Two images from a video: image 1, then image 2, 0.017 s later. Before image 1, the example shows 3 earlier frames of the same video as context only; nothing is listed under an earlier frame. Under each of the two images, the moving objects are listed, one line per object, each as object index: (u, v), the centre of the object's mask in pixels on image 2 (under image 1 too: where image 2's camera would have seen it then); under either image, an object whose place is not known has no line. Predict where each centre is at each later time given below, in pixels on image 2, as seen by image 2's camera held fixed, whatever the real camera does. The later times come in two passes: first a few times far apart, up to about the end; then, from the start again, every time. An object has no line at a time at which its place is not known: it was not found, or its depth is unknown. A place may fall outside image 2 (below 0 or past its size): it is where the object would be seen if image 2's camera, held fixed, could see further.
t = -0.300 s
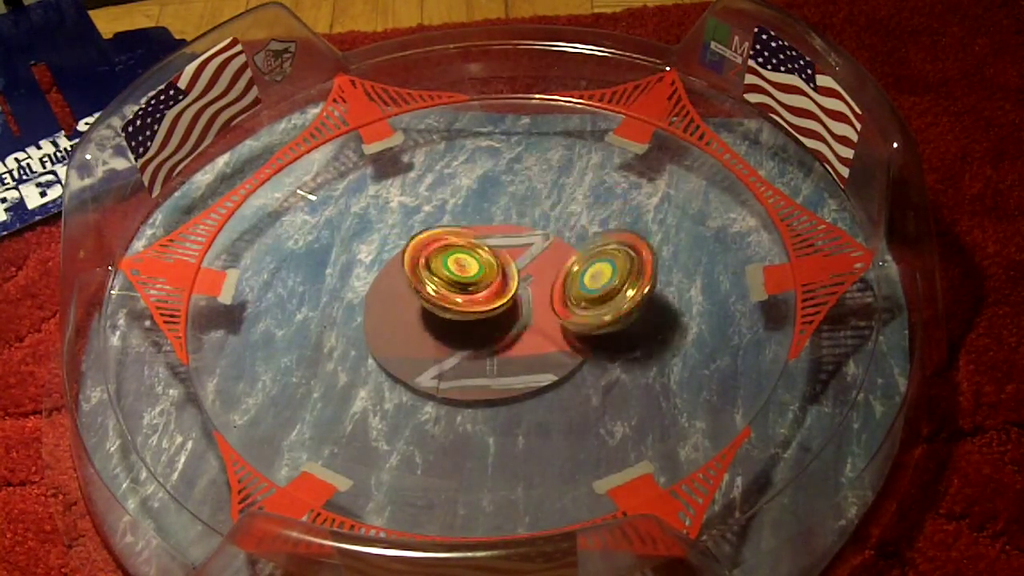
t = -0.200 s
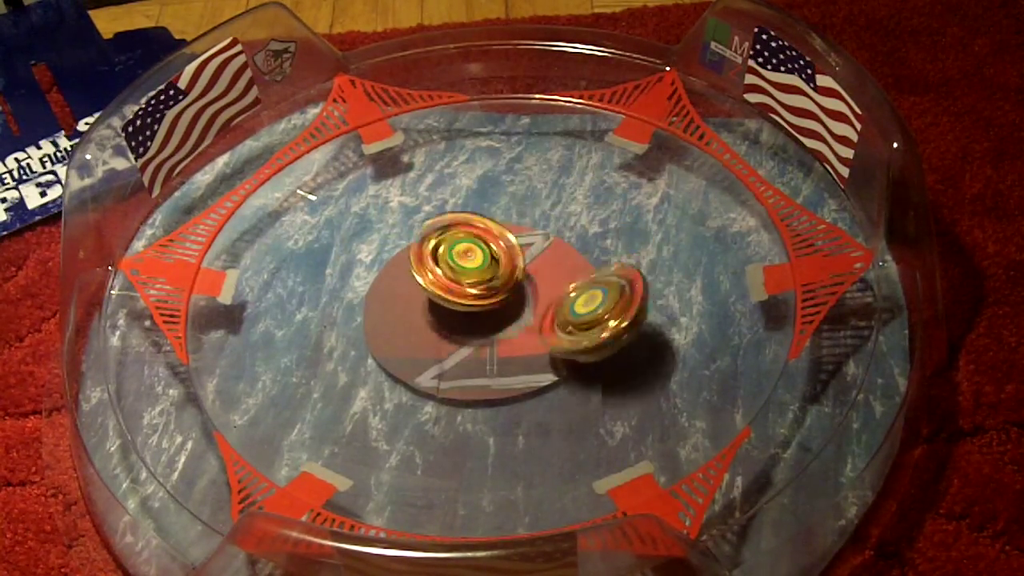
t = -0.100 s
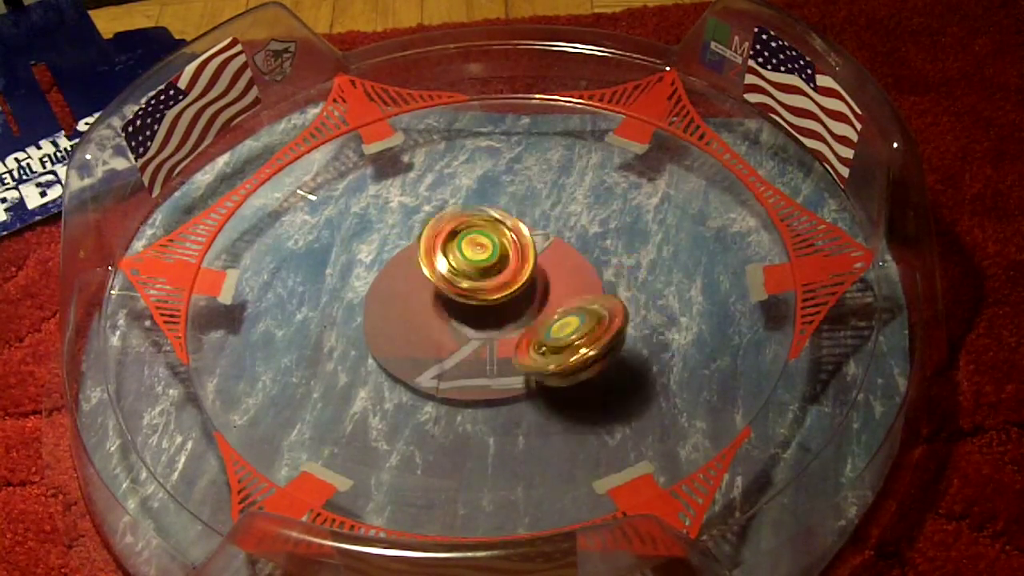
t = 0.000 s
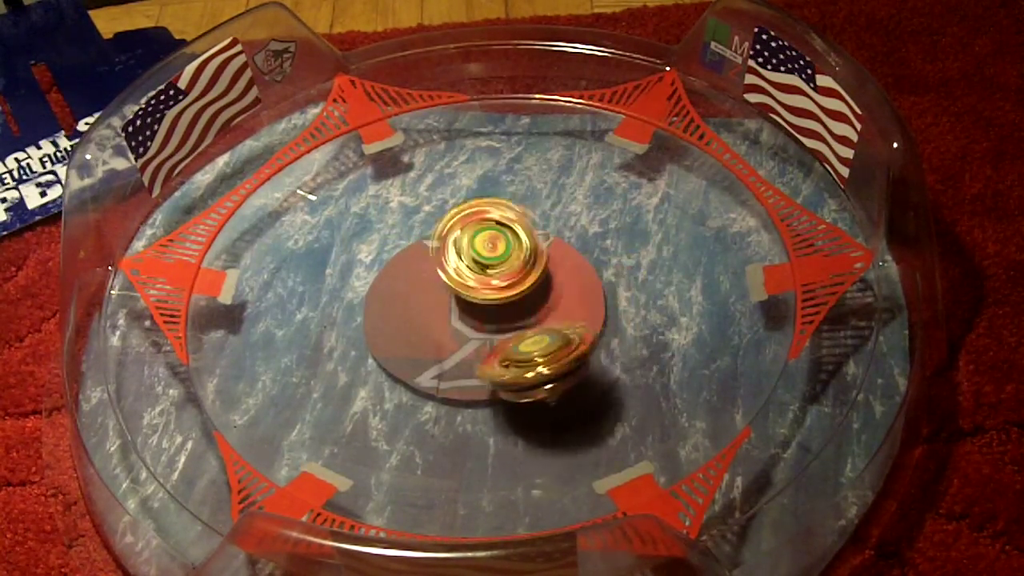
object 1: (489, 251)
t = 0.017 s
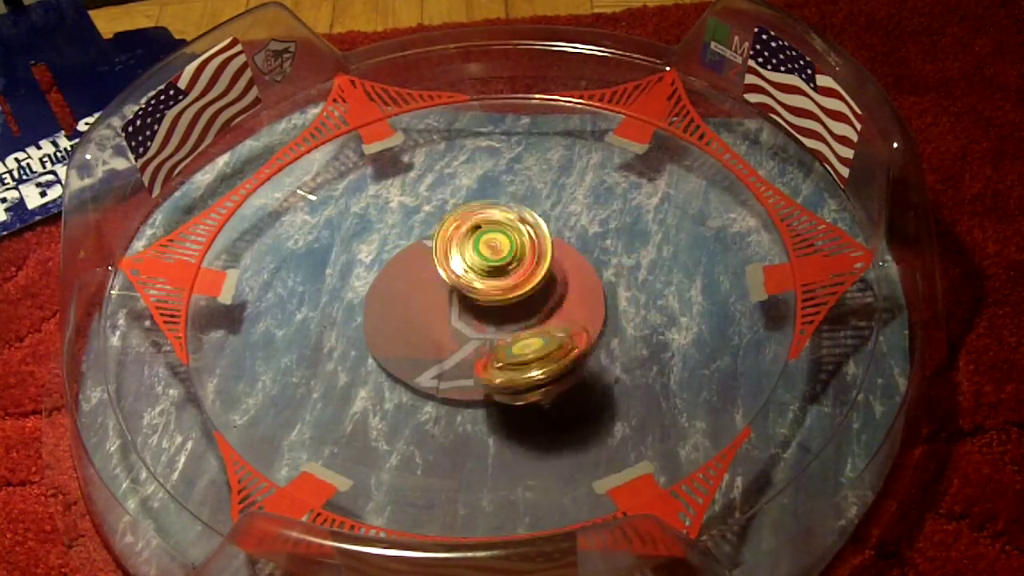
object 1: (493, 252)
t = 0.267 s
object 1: (520, 264)
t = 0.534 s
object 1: (525, 303)
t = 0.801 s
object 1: (495, 324)
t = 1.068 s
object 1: (461, 303)
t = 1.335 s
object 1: (459, 258)
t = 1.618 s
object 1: (494, 244)
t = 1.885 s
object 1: (532, 273)
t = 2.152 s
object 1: (525, 321)
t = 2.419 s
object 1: (483, 325)
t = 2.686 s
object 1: (442, 279)
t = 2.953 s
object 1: (402, 272)
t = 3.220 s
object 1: (415, 286)
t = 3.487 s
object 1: (340, 216)
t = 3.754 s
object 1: (388, 212)
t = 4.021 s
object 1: (495, 237)
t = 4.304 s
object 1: (534, 227)
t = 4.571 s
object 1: (489, 259)
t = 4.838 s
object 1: (457, 247)
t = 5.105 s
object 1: (510, 230)
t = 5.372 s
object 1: (565, 289)
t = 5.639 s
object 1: (533, 372)
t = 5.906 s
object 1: (431, 358)
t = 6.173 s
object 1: (342, 288)
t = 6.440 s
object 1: (430, 228)
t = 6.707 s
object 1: (562, 208)
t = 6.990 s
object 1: (595, 249)
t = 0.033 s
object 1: (494, 251)
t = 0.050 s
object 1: (497, 250)
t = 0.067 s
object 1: (499, 252)
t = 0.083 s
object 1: (501, 251)
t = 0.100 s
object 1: (503, 251)
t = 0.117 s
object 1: (504, 253)
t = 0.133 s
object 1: (506, 253)
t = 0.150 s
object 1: (510, 254)
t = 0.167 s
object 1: (510, 255)
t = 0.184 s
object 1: (511, 255)
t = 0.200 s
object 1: (515, 258)
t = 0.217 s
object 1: (515, 259)
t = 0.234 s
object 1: (517, 259)
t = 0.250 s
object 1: (518, 263)
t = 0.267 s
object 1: (520, 264)
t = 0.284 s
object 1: (522, 265)
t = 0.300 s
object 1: (522, 268)
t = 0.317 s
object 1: (523, 270)
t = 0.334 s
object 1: (527, 272)
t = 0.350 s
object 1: (525, 273)
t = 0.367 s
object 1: (526, 276)
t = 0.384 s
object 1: (528, 278)
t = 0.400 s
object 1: (528, 281)
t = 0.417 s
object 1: (528, 282)
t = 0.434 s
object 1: (529, 287)
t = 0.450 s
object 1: (529, 289)
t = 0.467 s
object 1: (529, 290)
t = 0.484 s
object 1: (527, 295)
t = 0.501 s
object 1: (527, 297)
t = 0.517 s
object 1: (528, 299)
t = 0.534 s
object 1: (525, 303)
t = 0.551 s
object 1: (524, 305)
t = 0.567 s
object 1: (524, 308)
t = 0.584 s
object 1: (522, 310)
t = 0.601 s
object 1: (519, 313)
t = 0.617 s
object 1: (519, 315)
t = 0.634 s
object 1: (516, 316)
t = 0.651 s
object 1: (514, 318)
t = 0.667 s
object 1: (512, 320)
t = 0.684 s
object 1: (509, 321)
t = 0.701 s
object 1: (507, 322)
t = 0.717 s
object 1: (506, 323)
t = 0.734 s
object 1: (502, 323)
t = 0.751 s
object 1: (501, 324)
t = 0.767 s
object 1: (498, 325)
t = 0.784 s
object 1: (496, 324)
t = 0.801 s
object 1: (495, 324)
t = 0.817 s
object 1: (492, 325)
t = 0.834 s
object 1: (490, 324)
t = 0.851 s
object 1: (489, 324)
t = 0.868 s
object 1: (485, 323)
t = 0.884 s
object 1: (484, 322)
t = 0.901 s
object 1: (482, 322)
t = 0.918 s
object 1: (480, 320)
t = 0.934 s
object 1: (476, 319)
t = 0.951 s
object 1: (476, 317)
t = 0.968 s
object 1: (474, 316)
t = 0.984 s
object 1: (470, 314)
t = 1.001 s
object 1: (470, 312)
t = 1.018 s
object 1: (468, 311)
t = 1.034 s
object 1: (465, 307)
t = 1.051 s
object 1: (463, 306)
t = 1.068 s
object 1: (461, 303)
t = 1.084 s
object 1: (461, 300)
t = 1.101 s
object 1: (458, 298)
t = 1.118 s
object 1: (456, 295)
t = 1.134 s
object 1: (456, 291)
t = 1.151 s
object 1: (453, 288)
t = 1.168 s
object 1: (453, 286)
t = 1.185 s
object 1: (452, 281)
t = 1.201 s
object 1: (451, 279)
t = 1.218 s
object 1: (451, 277)
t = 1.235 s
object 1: (453, 272)
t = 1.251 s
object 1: (452, 270)
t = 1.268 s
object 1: (452, 268)
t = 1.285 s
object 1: (455, 265)
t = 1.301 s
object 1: (454, 262)
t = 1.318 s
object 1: (455, 261)
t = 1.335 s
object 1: (459, 258)
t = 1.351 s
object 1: (458, 255)
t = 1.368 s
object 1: (459, 255)
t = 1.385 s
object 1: (464, 252)
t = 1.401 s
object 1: (463, 250)
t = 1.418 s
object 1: (465, 249)
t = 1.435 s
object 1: (470, 249)
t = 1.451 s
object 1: (470, 247)
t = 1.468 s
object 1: (471, 246)
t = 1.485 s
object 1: (476, 247)
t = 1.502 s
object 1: (477, 246)
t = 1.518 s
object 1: (478, 245)
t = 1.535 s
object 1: (483, 245)
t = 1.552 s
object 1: (484, 245)
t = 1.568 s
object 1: (486, 245)
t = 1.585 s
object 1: (491, 245)
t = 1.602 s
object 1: (491, 245)
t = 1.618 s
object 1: (494, 244)
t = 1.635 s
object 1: (499, 246)
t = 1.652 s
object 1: (499, 245)
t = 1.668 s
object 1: (501, 246)
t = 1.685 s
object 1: (505, 248)
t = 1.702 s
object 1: (507, 249)
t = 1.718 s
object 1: (509, 250)
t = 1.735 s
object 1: (513, 253)
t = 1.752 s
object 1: (515, 254)
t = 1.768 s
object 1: (516, 255)
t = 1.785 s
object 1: (521, 259)
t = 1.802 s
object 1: (523, 261)
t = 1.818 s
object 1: (523, 262)
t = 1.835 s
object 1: (528, 266)
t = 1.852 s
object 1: (529, 268)
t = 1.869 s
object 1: (529, 270)
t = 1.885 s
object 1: (532, 273)
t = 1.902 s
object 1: (534, 277)
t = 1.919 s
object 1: (533, 279)
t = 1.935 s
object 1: (536, 283)
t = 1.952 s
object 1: (536, 286)
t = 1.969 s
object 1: (536, 288)
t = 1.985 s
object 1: (537, 292)
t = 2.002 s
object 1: (537, 296)
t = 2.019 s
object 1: (537, 298)
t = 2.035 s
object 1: (536, 302)
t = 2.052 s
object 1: (535, 306)
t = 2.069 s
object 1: (533, 308)
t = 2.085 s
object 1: (533, 311)
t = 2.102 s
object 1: (530, 315)
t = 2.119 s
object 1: (528, 317)
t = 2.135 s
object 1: (528, 319)
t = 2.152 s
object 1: (525, 321)
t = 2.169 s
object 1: (522, 323)
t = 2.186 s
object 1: (521, 325)
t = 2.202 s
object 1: (518, 326)
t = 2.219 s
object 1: (513, 328)
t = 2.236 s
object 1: (513, 329)
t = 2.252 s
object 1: (510, 329)
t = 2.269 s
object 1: (506, 330)
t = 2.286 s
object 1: (506, 330)
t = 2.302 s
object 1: (503, 330)
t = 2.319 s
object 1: (498, 330)
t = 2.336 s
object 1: (499, 330)
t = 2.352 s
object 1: (495, 329)
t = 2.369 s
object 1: (492, 328)
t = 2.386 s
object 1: (490, 327)
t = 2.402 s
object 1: (486, 326)
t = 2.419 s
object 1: (483, 325)
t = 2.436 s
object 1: (481, 323)
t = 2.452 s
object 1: (477, 322)
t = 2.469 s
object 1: (474, 319)
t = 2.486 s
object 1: (473, 317)
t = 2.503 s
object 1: (467, 315)
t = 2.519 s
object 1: (466, 313)
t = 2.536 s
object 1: (463, 309)
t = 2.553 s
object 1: (460, 307)
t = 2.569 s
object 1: (457, 305)
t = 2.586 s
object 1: (454, 300)
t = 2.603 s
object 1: (451, 298)
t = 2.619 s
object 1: (449, 294)
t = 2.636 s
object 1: (448, 289)
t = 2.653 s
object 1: (446, 287)
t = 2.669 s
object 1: (444, 283)
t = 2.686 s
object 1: (442, 279)
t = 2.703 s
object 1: (444, 277)
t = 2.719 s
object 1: (443, 272)
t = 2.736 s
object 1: (441, 269)
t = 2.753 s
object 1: (445, 267)
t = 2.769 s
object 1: (443, 263)
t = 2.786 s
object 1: (442, 260)
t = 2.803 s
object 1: (446, 258)
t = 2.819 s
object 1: (444, 257)
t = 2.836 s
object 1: (435, 258)
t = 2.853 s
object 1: (430, 261)
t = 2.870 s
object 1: (420, 263)
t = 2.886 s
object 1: (414, 265)
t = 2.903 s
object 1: (408, 267)
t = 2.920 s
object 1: (407, 269)
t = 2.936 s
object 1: (403, 271)
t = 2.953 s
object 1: (402, 272)
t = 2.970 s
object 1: (400, 273)
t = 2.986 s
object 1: (403, 276)
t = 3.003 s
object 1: (401, 275)
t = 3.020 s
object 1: (402, 276)
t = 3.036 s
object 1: (403, 276)
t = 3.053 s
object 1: (405, 280)
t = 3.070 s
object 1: (403, 279)
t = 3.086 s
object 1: (405, 280)
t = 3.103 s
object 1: (409, 281)
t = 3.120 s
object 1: (408, 284)
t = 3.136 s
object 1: (409, 283)
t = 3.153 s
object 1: (409, 283)
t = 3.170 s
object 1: (414, 286)
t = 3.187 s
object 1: (411, 287)
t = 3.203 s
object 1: (413, 288)
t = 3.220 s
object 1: (415, 286)
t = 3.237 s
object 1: (417, 290)
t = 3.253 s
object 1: (418, 290)
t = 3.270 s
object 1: (421, 291)
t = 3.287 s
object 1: (426, 291)
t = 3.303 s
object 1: (427, 295)
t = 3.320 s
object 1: (431, 294)
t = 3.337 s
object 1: (432, 295)
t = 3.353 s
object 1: (434, 296)
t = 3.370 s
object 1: (417, 289)
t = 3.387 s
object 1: (401, 276)
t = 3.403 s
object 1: (388, 260)
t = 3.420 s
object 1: (377, 254)
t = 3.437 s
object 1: (365, 243)
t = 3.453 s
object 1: (355, 231)
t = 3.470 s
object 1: (346, 224)
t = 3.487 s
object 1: (340, 216)
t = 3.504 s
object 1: (335, 207)
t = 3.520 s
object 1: (330, 204)
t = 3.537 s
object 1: (329, 200)
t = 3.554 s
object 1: (331, 194)
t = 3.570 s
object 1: (329, 193)
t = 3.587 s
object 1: (332, 192)
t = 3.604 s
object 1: (333, 189)
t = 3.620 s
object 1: (339, 190)
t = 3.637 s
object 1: (341, 191)
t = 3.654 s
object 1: (347, 192)
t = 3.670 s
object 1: (349, 193)
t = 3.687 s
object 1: (359, 197)
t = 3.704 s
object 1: (362, 198)
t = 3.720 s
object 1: (371, 204)
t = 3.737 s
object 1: (377, 206)
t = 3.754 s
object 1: (388, 212)
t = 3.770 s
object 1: (393, 216)
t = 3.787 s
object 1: (404, 221)
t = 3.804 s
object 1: (409, 224)
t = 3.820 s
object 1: (423, 231)
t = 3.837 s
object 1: (428, 236)
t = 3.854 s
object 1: (439, 239)
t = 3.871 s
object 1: (446, 245)
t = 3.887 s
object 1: (460, 250)
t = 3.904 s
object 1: (464, 256)
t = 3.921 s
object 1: (473, 258)
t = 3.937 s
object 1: (477, 259)
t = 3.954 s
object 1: (481, 261)
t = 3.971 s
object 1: (482, 252)
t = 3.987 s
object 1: (487, 253)
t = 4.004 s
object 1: (487, 242)
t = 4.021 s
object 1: (495, 237)
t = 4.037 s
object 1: (497, 238)
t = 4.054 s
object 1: (501, 231)
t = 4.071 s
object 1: (506, 229)
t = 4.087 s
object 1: (509, 224)
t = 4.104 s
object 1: (514, 224)
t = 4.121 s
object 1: (515, 220)
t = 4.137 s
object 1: (519, 223)
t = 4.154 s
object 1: (519, 220)
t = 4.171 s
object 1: (524, 221)
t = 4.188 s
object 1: (526, 222)
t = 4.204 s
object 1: (527, 220)
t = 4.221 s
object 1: (529, 223)
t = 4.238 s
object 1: (530, 220)
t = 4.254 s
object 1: (535, 222)
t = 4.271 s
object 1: (532, 226)
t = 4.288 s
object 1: (534, 227)
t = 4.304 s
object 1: (534, 227)
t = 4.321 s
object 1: (535, 223)
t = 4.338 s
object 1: (535, 223)
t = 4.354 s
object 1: (532, 225)
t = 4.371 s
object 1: (532, 226)
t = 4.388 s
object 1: (529, 229)
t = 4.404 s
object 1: (530, 230)
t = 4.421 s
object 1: (527, 233)
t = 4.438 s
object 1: (523, 236)
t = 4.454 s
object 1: (521, 239)
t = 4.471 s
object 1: (516, 243)
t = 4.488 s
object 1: (513, 246)
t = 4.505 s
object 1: (508, 247)
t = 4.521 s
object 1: (502, 251)
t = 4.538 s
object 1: (498, 254)
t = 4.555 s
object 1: (492, 256)
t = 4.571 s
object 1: (489, 259)
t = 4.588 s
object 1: (484, 259)
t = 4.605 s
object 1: (477, 261)
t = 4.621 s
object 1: (475, 261)
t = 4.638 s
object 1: (470, 263)
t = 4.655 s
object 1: (468, 264)
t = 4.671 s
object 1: (467, 263)
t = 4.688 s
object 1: (462, 260)
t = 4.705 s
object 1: (462, 260)
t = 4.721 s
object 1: (457, 259)
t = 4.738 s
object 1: (457, 258)
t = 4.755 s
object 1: (457, 258)
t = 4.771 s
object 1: (453, 255)
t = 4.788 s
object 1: (457, 255)
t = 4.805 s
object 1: (451, 250)
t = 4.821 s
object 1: (453, 246)
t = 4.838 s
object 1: (457, 247)
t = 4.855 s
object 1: (454, 245)
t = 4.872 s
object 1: (458, 242)
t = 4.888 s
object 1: (456, 241)
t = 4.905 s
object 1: (458, 238)
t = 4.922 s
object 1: (462, 238)
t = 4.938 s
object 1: (462, 240)
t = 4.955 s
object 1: (464, 238)
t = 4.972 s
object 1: (468, 235)
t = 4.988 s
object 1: (473, 234)
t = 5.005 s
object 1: (481, 231)
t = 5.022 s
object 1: (487, 230)
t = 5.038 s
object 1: (491, 231)
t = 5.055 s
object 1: (496, 230)
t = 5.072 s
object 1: (500, 229)
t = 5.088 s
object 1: (504, 229)
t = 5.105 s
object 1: (510, 230)
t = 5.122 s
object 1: (515, 233)
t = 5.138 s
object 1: (518, 235)
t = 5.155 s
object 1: (522, 236)
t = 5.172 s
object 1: (526, 238)
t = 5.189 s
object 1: (531, 240)
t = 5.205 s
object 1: (535, 244)
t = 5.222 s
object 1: (540, 248)
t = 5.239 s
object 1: (543, 252)
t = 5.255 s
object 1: (545, 256)
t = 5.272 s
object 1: (550, 259)
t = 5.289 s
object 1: (554, 264)
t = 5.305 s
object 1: (556, 269)
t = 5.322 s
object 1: (559, 275)
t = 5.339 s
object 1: (561, 281)
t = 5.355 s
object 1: (562, 285)
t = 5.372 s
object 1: (565, 289)
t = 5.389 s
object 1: (566, 296)
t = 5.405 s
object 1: (566, 303)
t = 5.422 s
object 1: (567, 308)
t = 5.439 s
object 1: (568, 315)
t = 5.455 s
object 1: (566, 322)
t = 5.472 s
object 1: (567, 326)
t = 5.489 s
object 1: (566, 332)
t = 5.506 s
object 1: (563, 338)
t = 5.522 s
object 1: (560, 343)
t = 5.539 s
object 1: (559, 347)
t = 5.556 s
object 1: (554, 353)
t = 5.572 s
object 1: (550, 359)
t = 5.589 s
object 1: (549, 362)
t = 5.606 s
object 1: (544, 365)
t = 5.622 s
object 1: (538, 370)
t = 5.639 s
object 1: (533, 372)
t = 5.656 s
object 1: (530, 373)
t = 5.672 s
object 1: (523, 375)
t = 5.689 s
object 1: (517, 379)
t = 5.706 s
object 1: (512, 380)
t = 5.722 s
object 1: (505, 379)
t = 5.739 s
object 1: (499, 379)
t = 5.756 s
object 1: (492, 378)
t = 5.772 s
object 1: (487, 376)
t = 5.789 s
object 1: (482, 372)
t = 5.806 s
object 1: (474, 371)
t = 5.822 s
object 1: (465, 370)
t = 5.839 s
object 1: (462, 369)
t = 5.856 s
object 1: (455, 365)
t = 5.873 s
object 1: (447, 363)
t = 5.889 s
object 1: (438, 360)
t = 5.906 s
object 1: (431, 358)
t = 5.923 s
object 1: (425, 354)
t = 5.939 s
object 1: (415, 350)
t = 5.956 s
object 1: (406, 347)
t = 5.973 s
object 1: (395, 345)
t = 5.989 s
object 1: (386, 342)
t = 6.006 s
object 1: (381, 339)
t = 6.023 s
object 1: (373, 334)
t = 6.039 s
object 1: (365, 329)
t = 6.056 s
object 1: (358, 324)
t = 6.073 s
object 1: (353, 319)
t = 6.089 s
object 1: (351, 315)
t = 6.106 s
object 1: (350, 310)
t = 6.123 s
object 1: (347, 304)
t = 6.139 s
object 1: (344, 299)
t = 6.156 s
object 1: (342, 293)
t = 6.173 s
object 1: (342, 288)
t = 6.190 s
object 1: (344, 283)
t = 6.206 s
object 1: (347, 280)
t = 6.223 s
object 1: (349, 277)
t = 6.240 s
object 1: (351, 273)
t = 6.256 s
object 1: (353, 270)
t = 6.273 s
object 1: (355, 265)
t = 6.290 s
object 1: (361, 262)
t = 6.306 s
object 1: (366, 258)
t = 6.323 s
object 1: (370, 254)
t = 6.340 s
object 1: (375, 250)
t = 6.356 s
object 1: (379, 245)
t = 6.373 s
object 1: (385, 239)
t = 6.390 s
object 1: (395, 235)
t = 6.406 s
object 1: (407, 232)
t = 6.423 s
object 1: (418, 229)
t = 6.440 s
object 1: (430, 228)
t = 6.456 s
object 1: (441, 228)
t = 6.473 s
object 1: (450, 227)
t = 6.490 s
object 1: (459, 225)
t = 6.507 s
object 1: (469, 223)
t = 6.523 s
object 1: (480, 221)
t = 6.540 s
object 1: (489, 220)
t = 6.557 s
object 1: (496, 215)
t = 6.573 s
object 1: (505, 216)
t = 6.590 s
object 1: (513, 216)
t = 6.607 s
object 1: (520, 215)
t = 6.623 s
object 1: (529, 214)
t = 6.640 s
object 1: (536, 213)
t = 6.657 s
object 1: (544, 212)
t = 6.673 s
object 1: (551, 210)
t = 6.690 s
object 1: (556, 208)
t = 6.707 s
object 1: (562, 208)
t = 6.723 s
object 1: (568, 208)
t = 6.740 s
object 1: (572, 208)
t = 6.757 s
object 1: (577, 209)
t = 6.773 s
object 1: (580, 211)
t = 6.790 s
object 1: (584, 212)
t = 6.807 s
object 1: (587, 214)
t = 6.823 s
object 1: (589, 215)
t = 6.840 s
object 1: (591, 218)
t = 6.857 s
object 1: (592, 220)
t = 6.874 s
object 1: (593, 223)
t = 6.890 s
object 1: (593, 226)
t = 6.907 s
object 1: (593, 228)
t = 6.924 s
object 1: (594, 232)
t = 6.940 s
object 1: (595, 235)
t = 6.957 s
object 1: (596, 239)
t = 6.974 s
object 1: (596, 244)
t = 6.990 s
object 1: (595, 249)
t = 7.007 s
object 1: (594, 255)
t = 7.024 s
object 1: (592, 261)
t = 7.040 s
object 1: (589, 268)
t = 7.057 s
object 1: (586, 274)
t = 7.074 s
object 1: (583, 280)
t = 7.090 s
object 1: (580, 285)
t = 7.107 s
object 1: (578, 290)
